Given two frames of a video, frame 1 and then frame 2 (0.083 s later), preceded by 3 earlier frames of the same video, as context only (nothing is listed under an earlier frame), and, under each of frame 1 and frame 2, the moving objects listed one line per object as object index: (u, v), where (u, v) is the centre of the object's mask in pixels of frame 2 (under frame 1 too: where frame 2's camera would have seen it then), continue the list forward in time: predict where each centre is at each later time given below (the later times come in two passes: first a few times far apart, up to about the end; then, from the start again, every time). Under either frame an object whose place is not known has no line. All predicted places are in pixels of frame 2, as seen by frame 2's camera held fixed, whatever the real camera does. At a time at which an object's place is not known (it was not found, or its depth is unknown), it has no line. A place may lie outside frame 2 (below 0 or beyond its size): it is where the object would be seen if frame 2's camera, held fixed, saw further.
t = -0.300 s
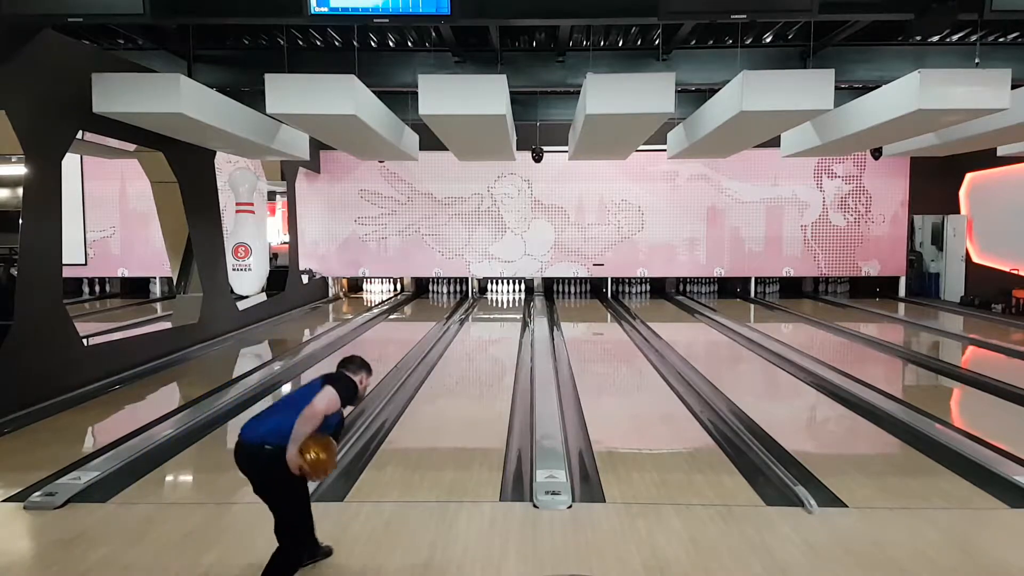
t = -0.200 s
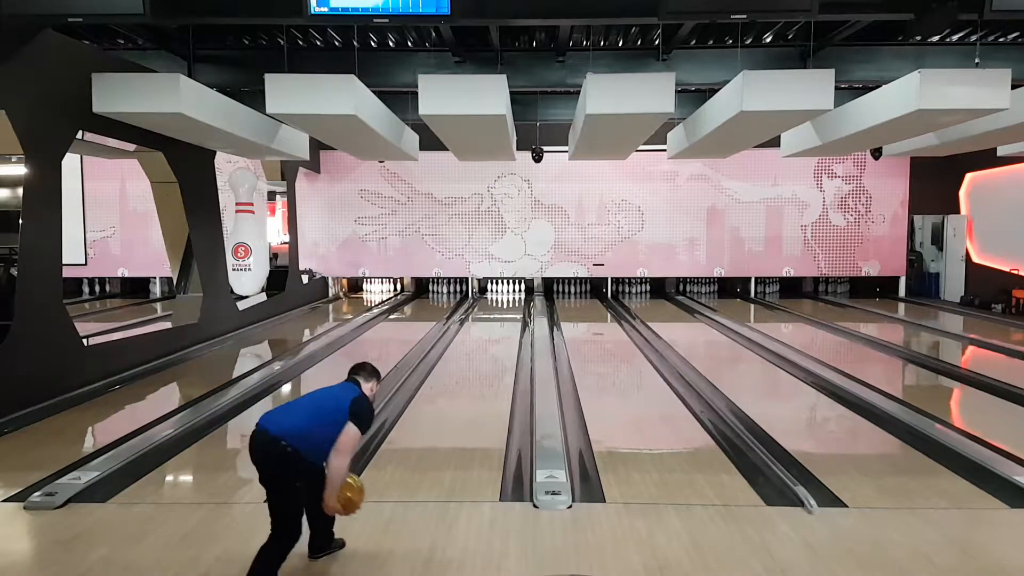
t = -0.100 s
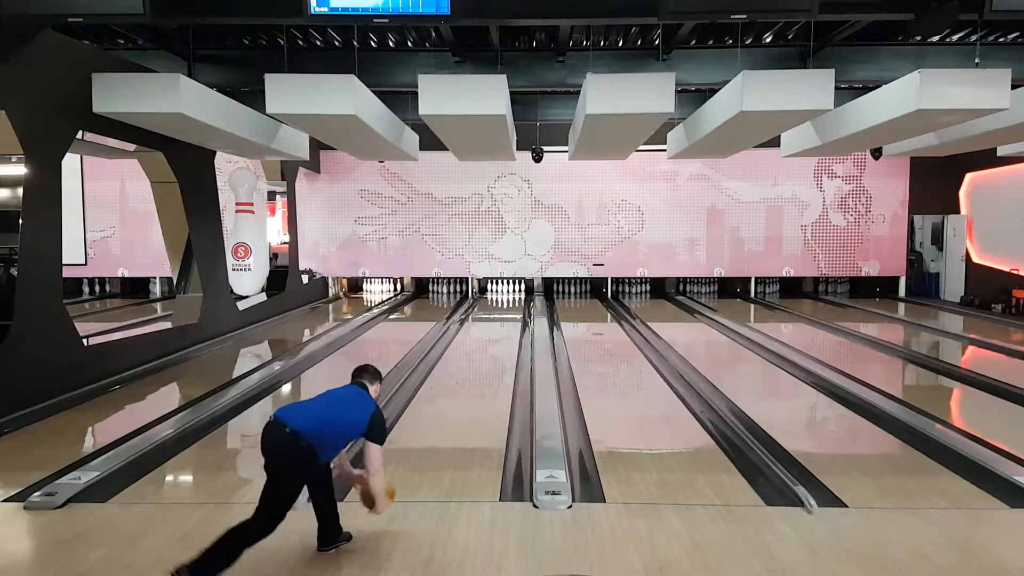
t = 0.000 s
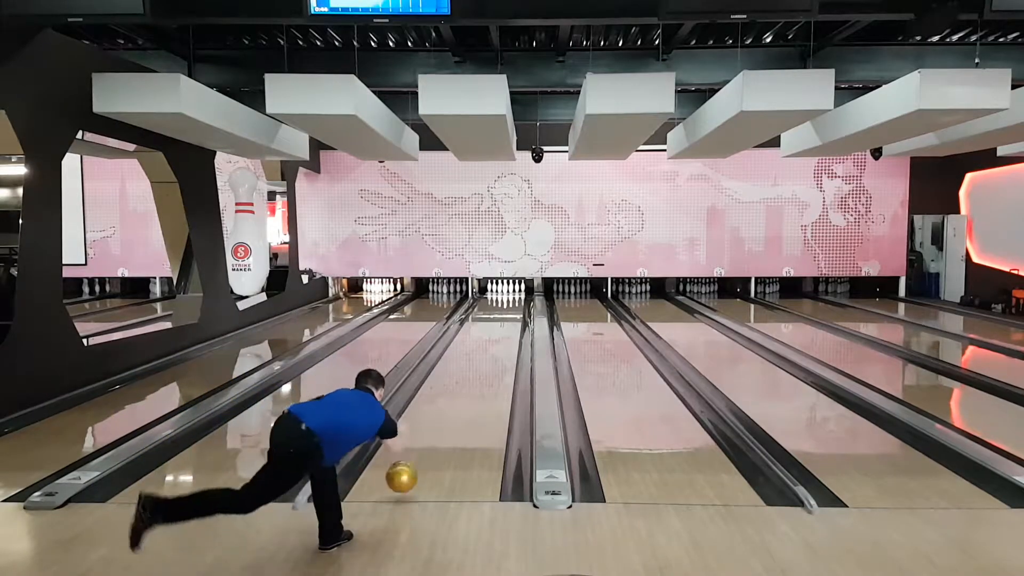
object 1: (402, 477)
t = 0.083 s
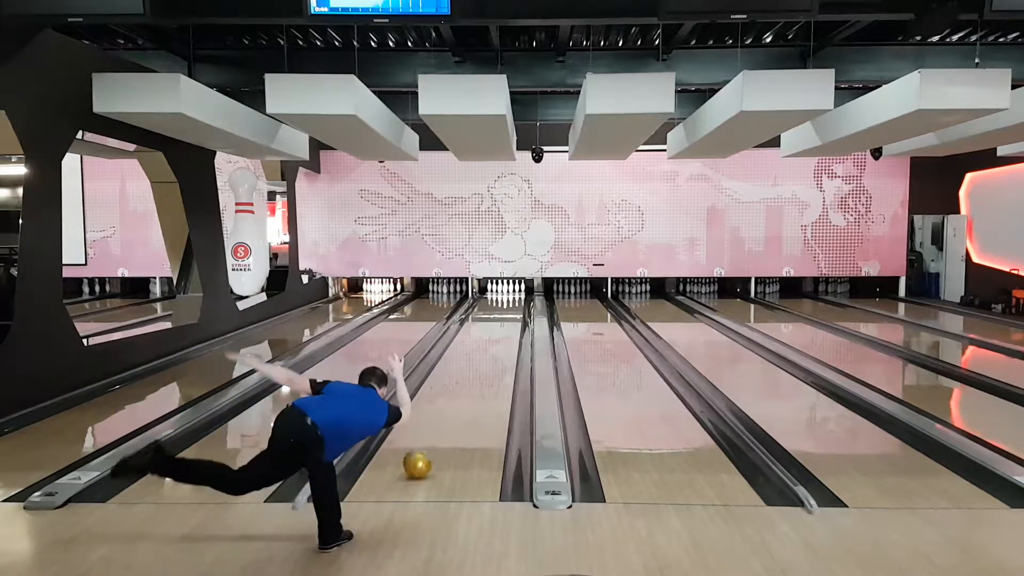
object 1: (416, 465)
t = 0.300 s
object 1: (448, 421)
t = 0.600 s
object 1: (475, 382)
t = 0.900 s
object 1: (493, 356)
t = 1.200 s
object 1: (505, 337)
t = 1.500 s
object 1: (512, 325)
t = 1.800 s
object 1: (517, 314)
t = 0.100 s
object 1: (420, 460)
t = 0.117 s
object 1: (423, 456)
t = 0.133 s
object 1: (425, 453)
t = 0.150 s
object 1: (428, 450)
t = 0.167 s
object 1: (431, 446)
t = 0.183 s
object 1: (433, 442)
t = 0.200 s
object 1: (435, 439)
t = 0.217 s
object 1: (437, 435)
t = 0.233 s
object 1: (440, 432)
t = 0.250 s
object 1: (442, 429)
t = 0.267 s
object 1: (444, 426)
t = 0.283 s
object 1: (446, 424)
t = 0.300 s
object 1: (448, 421)
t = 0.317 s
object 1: (450, 418)
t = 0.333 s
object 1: (452, 415)
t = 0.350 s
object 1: (453, 413)
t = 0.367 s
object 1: (455, 411)
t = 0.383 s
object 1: (457, 408)
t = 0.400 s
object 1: (458, 406)
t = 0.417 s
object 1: (460, 404)
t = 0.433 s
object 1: (461, 401)
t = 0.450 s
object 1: (463, 399)
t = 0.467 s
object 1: (464, 397)
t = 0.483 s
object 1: (466, 395)
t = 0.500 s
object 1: (467, 393)
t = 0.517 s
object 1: (469, 391)
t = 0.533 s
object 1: (470, 389)
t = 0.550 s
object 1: (471, 387)
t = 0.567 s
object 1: (473, 385)
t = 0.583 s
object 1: (474, 384)
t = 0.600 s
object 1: (475, 382)
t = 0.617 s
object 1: (476, 380)
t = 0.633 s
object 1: (477, 378)
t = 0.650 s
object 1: (478, 377)
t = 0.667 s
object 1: (480, 375)
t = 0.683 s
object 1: (481, 374)
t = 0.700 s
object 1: (482, 372)
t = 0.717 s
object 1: (483, 371)
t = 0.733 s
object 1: (484, 369)
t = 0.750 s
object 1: (485, 368)
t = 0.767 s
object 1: (486, 366)
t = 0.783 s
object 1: (487, 365)
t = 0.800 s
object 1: (487, 363)
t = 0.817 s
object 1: (488, 362)
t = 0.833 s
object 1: (489, 361)
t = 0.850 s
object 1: (490, 359)
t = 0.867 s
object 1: (491, 358)
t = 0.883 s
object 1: (492, 357)
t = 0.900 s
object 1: (493, 356)
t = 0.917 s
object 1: (493, 355)
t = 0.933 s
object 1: (494, 353)
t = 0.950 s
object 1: (495, 352)
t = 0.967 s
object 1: (496, 351)
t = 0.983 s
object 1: (497, 350)
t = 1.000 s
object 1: (497, 349)
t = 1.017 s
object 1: (498, 348)
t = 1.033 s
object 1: (499, 347)
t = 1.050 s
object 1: (499, 346)
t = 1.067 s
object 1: (500, 345)
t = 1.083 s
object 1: (500, 344)
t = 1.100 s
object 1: (501, 343)
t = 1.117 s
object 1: (502, 342)
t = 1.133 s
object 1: (502, 341)
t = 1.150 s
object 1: (503, 340)
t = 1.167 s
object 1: (504, 339)
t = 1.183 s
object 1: (504, 338)
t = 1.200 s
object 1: (505, 337)
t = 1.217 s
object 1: (505, 336)
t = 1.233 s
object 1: (506, 335)
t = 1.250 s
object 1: (506, 335)
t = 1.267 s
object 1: (507, 334)
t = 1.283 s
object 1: (507, 333)
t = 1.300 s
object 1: (508, 332)
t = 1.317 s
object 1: (508, 332)
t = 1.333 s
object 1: (508, 331)
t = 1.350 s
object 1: (509, 330)
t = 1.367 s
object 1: (509, 329)
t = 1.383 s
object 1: (510, 329)
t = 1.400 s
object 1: (510, 328)
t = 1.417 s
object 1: (510, 328)
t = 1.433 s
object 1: (511, 327)
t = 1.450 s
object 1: (511, 326)
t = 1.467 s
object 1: (512, 326)
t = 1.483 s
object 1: (512, 325)
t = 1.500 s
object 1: (512, 325)
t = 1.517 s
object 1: (513, 324)
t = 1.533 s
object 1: (513, 323)
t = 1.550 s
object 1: (513, 322)
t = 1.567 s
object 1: (514, 321)
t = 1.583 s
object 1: (514, 321)
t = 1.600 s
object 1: (514, 320)
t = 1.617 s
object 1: (514, 320)
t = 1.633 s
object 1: (515, 319)
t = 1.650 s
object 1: (515, 319)
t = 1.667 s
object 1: (515, 318)
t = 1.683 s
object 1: (515, 318)
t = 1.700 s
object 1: (515, 317)
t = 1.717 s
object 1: (516, 316)
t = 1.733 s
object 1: (516, 316)
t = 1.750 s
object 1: (516, 315)
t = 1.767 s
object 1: (516, 314)
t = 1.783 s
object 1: (517, 314)
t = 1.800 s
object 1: (517, 314)
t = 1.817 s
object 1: (517, 313)
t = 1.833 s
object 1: (517, 312)
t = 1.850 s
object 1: (517, 312)
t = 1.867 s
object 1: (517, 312)
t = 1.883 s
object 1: (518, 311)
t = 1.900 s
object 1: (518, 311)
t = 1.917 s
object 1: (518, 310)
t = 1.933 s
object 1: (518, 310)
